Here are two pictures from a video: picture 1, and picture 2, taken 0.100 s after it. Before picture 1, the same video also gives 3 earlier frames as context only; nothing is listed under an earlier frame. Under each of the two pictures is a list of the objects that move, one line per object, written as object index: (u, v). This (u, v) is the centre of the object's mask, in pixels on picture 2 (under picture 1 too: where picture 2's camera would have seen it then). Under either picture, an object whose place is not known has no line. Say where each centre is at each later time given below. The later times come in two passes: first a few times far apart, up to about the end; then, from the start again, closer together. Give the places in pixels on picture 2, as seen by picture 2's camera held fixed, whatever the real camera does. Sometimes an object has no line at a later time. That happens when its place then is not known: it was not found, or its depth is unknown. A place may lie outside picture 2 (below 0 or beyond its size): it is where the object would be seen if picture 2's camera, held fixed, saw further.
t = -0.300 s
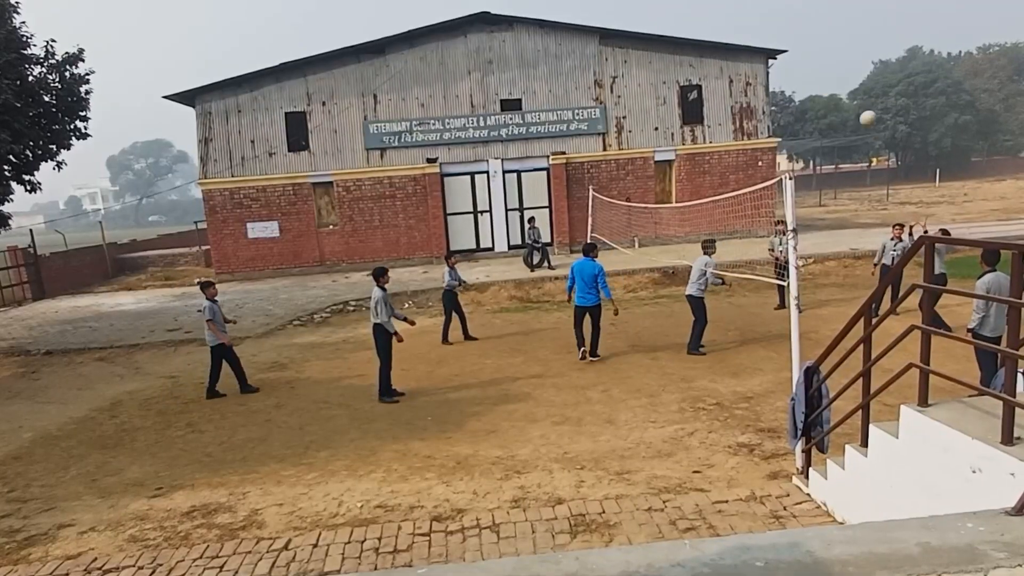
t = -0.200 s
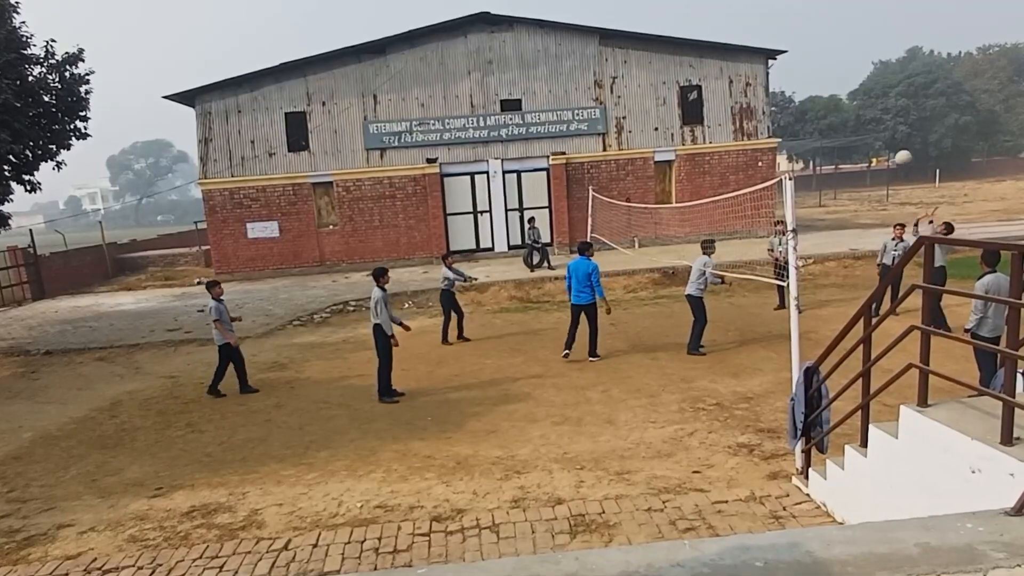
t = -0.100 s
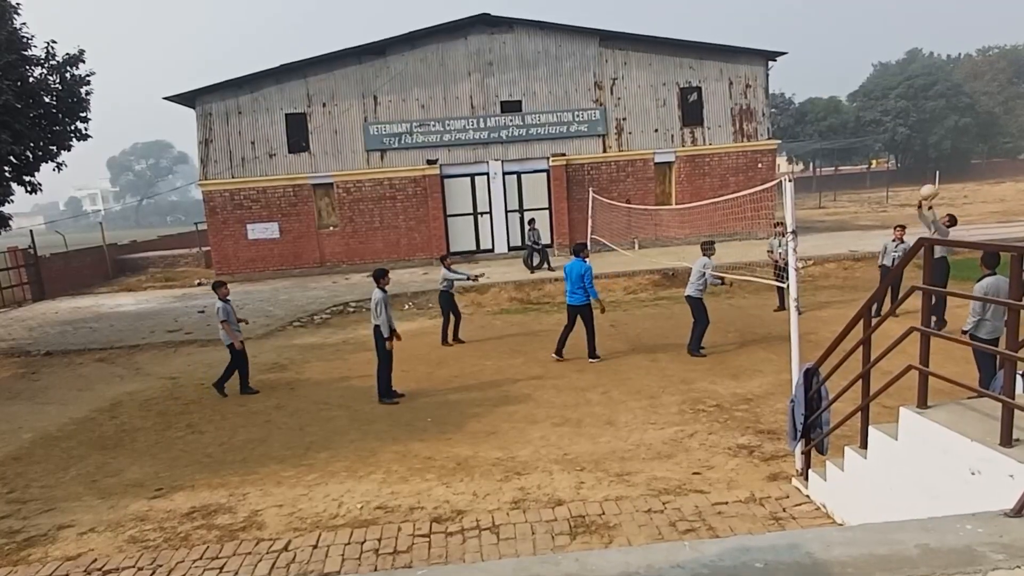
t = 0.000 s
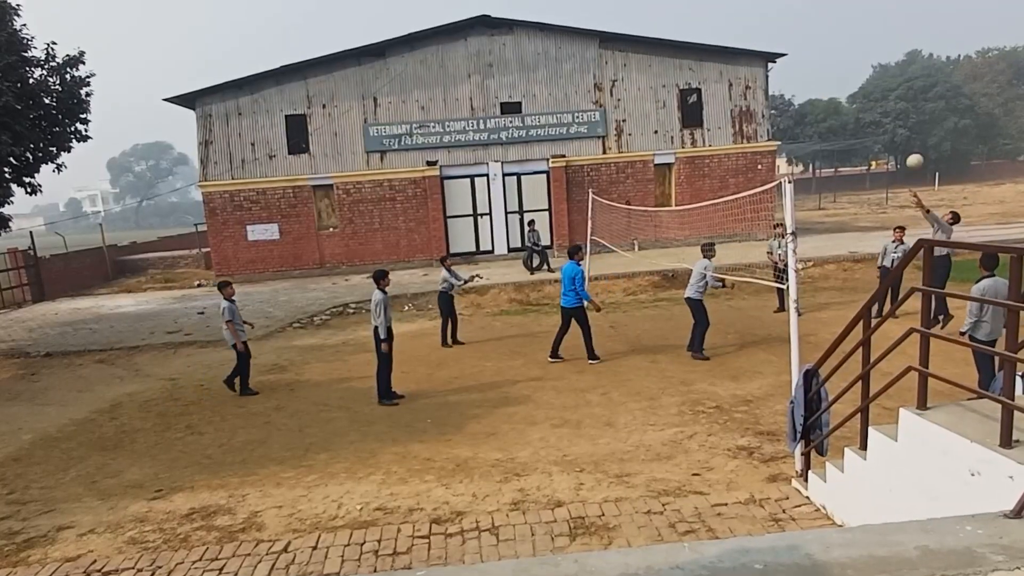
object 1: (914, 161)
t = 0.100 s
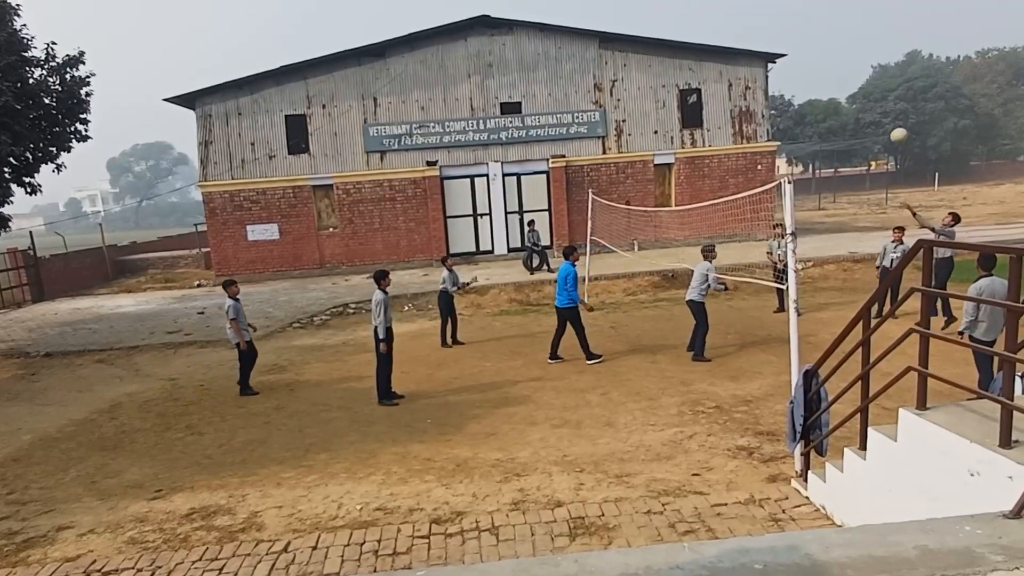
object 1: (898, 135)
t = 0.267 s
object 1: (871, 107)
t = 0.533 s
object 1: (824, 101)
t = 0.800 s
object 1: (775, 149)
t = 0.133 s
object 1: (893, 128)
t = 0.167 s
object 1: (888, 122)
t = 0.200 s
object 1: (882, 116)
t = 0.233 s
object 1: (877, 111)
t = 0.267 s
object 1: (871, 107)
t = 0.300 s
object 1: (866, 103)
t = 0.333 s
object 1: (860, 101)
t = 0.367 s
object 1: (854, 99)
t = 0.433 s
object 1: (843, 98)
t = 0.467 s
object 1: (837, 98)
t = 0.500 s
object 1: (830, 99)
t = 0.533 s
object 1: (824, 101)
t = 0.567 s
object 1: (818, 104)
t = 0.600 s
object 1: (812, 108)
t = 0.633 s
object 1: (806, 113)
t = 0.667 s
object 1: (800, 119)
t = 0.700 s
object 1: (794, 125)
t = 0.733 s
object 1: (788, 133)
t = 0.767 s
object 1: (782, 141)
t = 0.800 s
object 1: (775, 149)
